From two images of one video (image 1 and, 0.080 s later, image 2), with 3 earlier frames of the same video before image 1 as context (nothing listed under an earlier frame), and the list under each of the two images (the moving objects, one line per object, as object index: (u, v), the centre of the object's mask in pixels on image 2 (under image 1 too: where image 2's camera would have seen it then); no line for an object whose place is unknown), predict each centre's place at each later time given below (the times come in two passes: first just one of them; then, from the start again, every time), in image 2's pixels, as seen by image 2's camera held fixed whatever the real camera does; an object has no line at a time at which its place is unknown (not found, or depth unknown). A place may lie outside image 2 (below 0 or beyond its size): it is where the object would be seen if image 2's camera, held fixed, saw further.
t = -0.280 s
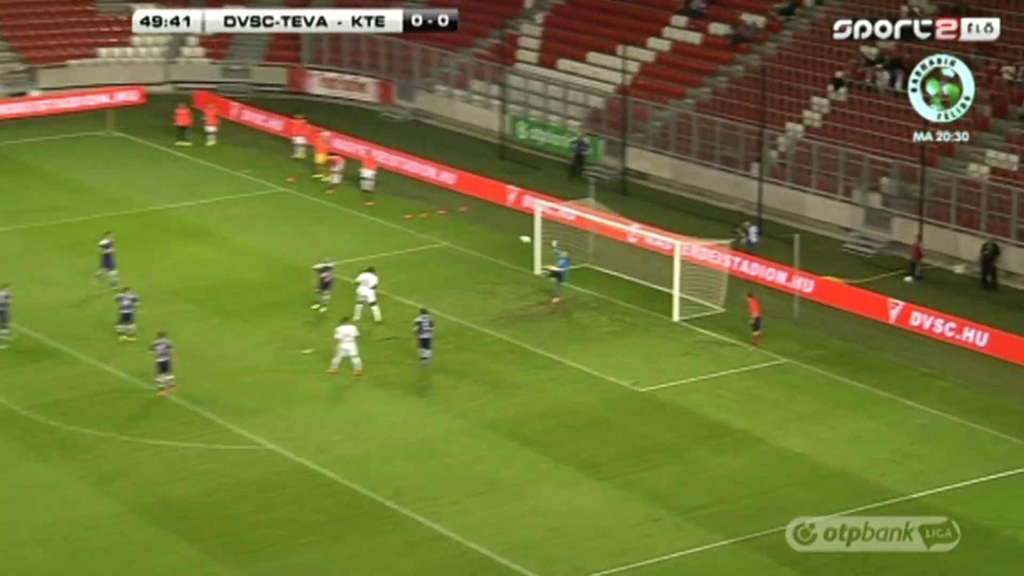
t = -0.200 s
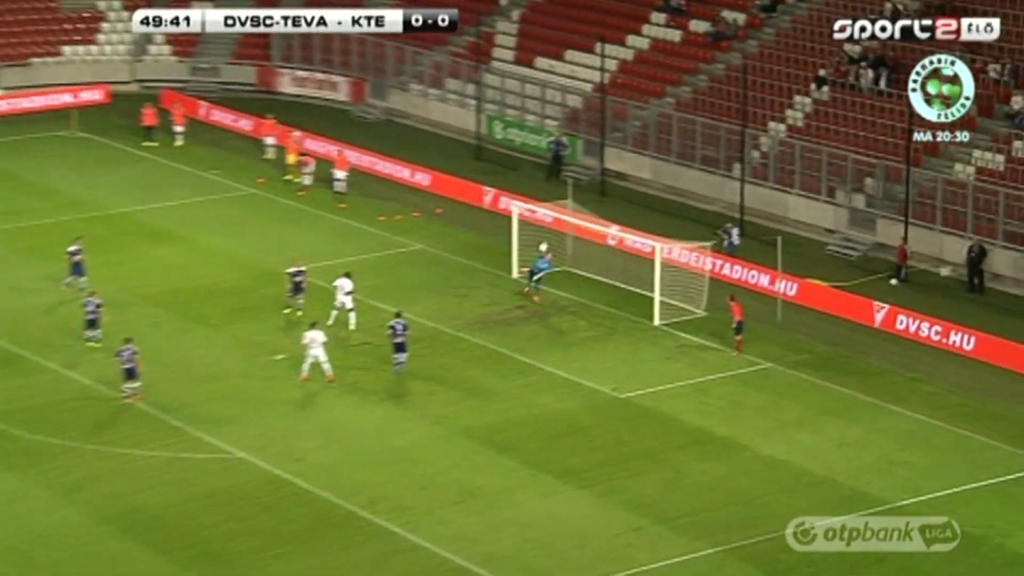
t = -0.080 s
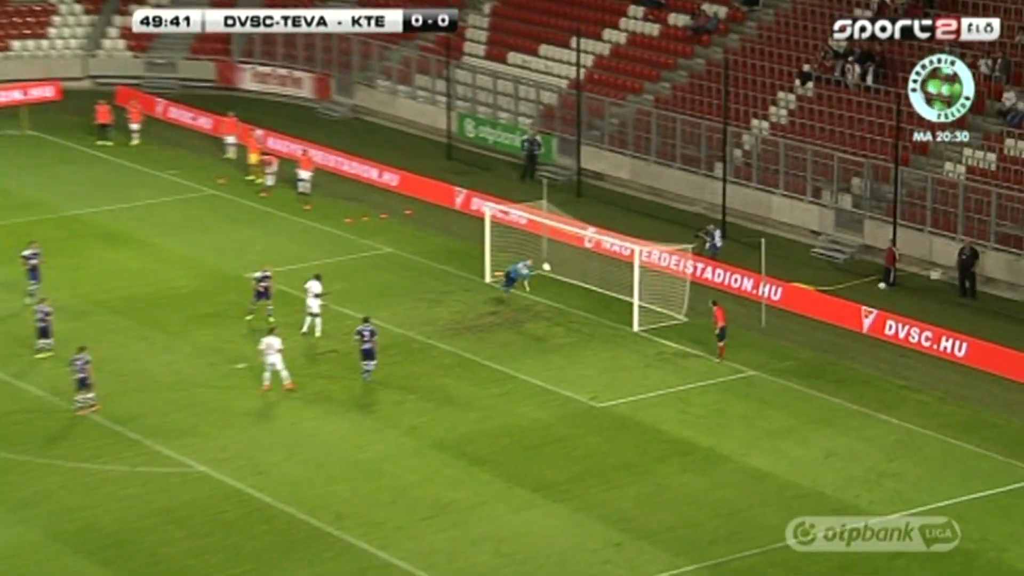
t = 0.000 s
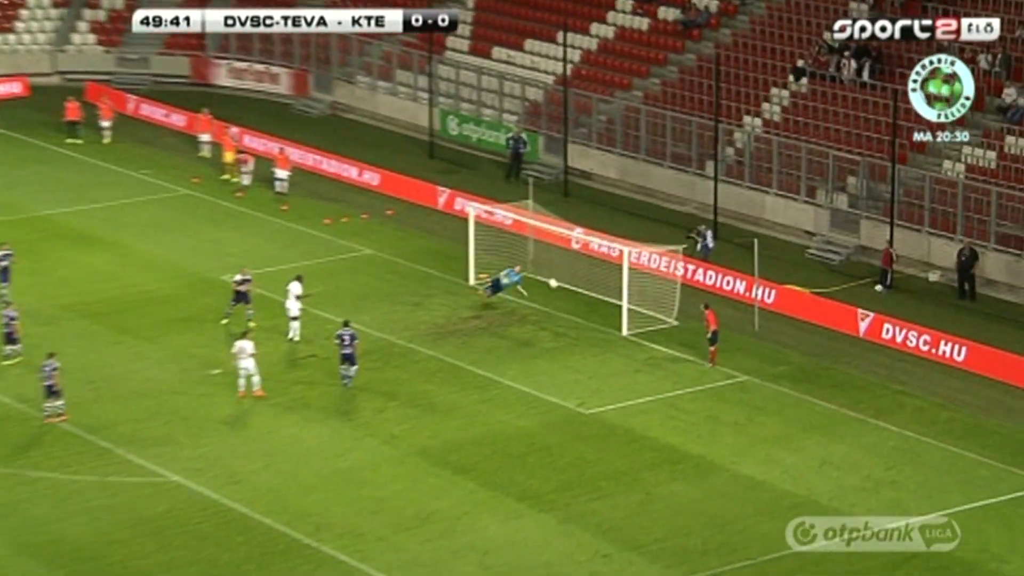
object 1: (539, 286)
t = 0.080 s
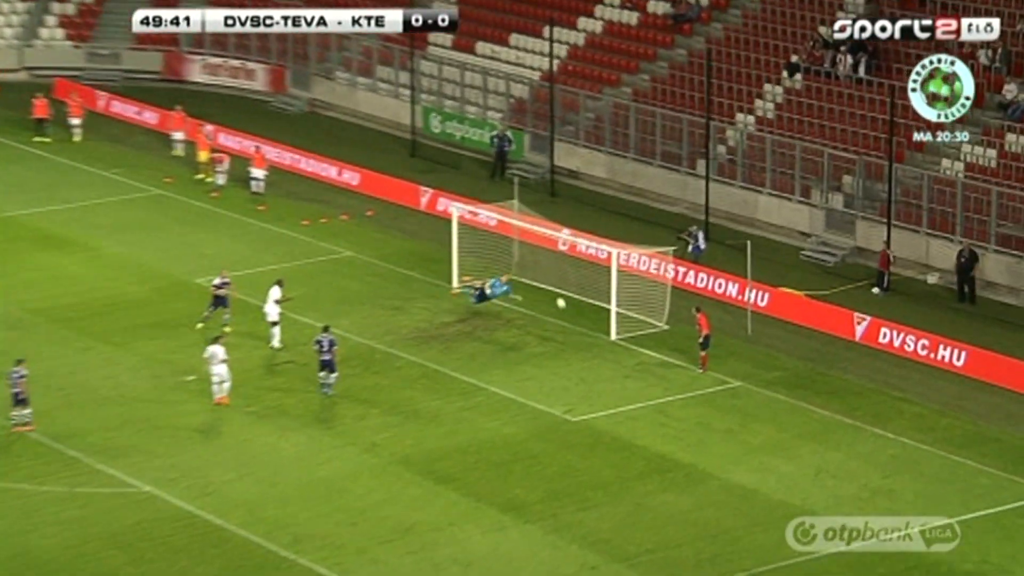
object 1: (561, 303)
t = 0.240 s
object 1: (605, 343)
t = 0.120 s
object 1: (571, 313)
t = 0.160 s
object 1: (583, 323)
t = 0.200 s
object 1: (593, 332)
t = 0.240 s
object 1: (605, 343)
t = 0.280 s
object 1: (616, 356)
